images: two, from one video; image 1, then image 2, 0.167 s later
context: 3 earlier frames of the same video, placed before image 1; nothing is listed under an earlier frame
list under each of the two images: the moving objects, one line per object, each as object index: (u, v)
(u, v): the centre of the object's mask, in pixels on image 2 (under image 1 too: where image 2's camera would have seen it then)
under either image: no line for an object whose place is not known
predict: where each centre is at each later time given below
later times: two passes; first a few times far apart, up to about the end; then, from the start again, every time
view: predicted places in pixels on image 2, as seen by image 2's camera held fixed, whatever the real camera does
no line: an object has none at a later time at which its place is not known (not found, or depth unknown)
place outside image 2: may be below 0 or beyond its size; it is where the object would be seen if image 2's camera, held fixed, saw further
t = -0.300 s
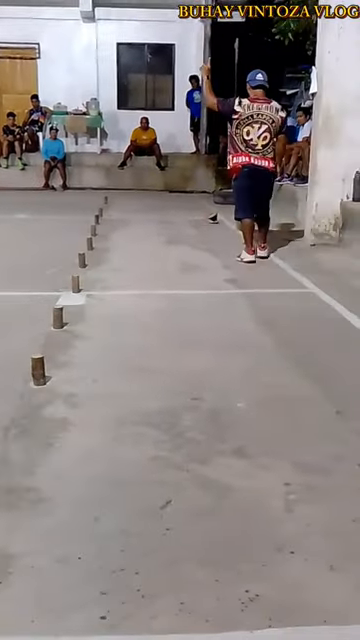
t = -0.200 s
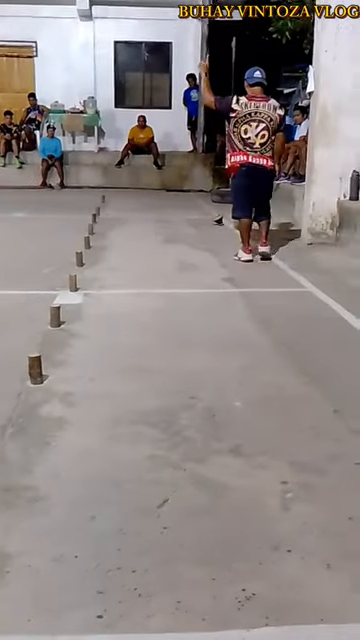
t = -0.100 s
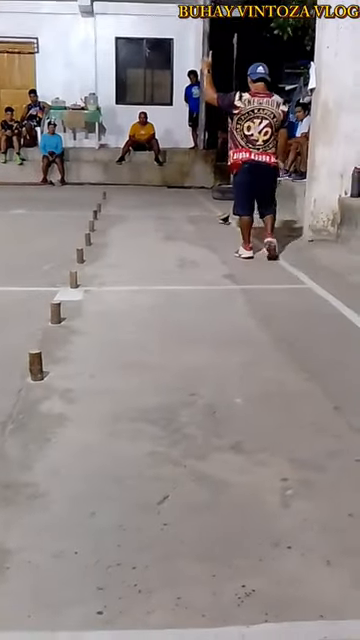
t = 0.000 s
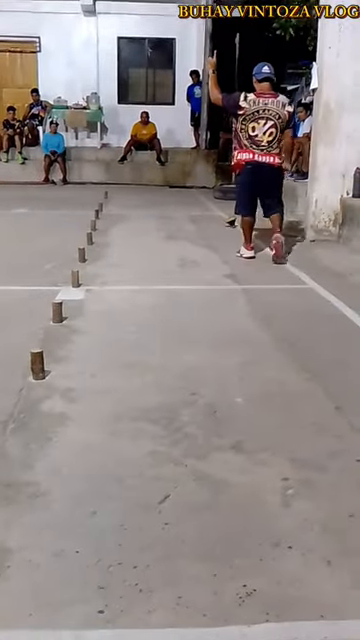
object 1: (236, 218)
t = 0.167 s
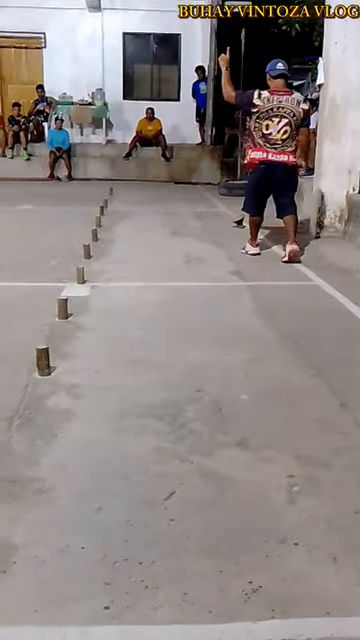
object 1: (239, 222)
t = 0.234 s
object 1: (239, 224)
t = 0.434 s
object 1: (235, 229)
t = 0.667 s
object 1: (228, 236)
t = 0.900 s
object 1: (214, 242)
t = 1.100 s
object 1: (196, 248)
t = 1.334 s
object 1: (163, 255)
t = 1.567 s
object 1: (116, 262)
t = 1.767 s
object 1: (72, 267)
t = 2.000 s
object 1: (21, 275)
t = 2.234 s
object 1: (-32, 279)
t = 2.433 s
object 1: (-79, 279)
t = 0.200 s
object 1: (239, 223)
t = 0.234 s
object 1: (239, 224)
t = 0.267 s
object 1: (239, 225)
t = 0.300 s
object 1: (238, 225)
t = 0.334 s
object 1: (237, 227)
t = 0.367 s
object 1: (237, 227)
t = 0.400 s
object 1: (236, 228)
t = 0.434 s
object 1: (235, 229)
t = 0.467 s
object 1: (235, 230)
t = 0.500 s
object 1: (235, 231)
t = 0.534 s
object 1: (233, 232)
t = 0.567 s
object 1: (233, 233)
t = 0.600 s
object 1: (231, 234)
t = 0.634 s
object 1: (230, 235)
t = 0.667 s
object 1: (228, 236)
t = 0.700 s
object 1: (226, 237)
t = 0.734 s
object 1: (224, 239)
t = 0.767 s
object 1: (222, 239)
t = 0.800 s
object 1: (220, 239)
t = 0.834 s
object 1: (219, 240)
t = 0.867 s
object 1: (216, 242)
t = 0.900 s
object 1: (214, 242)
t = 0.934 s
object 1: (212, 243)
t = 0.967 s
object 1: (210, 245)
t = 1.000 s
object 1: (207, 246)
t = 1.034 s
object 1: (203, 246)
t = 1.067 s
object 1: (200, 247)
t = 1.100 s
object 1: (196, 248)
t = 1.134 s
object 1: (192, 248)
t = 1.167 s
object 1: (188, 250)
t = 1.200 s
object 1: (184, 251)
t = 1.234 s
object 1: (179, 251)
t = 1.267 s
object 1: (173, 253)
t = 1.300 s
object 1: (168, 254)
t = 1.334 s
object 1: (163, 255)
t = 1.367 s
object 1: (156, 255)
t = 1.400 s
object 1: (151, 256)
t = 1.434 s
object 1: (145, 258)
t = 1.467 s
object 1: (138, 259)
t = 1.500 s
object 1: (131, 260)
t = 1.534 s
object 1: (123, 261)
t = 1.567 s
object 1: (116, 262)
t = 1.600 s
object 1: (108, 263)
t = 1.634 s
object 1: (100, 264)
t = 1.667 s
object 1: (94, 263)
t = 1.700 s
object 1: (88, 264)
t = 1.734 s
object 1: (79, 263)
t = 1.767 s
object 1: (72, 267)
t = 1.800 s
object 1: (65, 269)
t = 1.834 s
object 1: (58, 270)
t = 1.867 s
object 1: (50, 272)
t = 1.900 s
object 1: (43, 272)
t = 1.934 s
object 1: (35, 273)
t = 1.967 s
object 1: (28, 275)
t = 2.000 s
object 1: (21, 275)
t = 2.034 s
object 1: (14, 275)
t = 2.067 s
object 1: (6, 277)
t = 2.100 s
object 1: (-1, 276)
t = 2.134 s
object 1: (-8, 277)
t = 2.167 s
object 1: (-17, 278)
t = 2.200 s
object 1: (-23, 279)
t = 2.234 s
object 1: (-32, 279)
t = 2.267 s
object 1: (-39, 279)
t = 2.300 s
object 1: (-47, 279)
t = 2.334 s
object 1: (-55, 280)
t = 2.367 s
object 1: (-63, 280)
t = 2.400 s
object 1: (-71, 280)
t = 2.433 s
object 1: (-79, 279)
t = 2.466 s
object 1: (-87, 279)
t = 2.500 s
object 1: (-95, 279)
